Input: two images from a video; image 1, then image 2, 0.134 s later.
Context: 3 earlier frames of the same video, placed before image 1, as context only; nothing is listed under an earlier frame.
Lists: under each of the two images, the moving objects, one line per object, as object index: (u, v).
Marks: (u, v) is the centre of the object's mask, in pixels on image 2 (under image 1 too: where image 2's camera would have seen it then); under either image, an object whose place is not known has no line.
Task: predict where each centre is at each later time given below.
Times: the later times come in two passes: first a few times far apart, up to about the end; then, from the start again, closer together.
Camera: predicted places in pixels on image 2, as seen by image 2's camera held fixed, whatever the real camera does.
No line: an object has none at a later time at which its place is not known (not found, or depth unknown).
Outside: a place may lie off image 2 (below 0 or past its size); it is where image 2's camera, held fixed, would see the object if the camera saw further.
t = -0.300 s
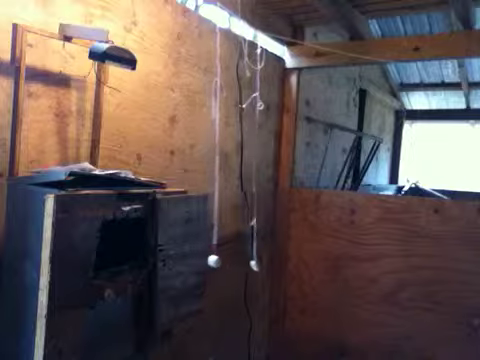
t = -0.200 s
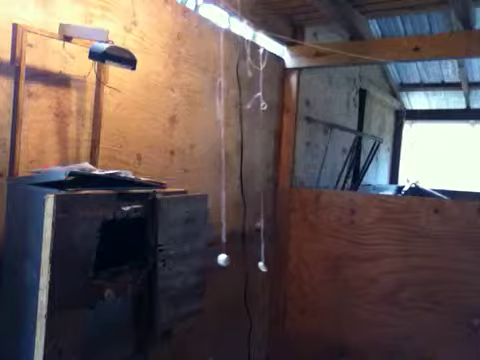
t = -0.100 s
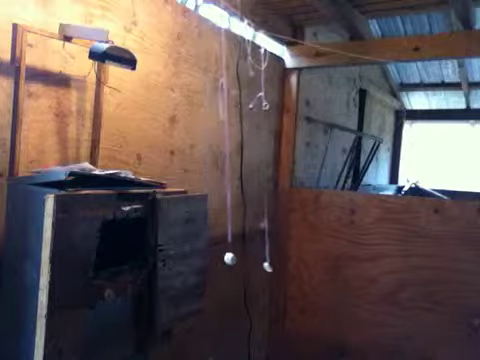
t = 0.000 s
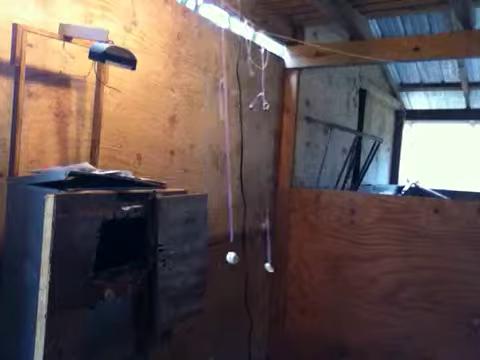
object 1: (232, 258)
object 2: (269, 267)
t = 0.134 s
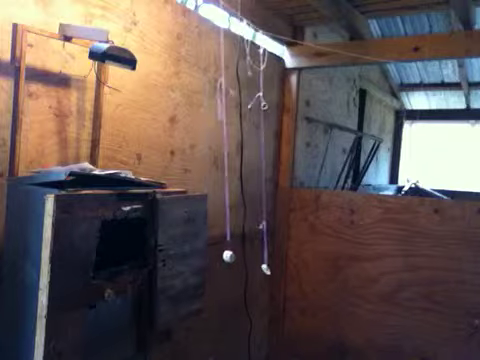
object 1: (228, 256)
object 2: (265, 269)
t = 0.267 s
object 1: (218, 256)
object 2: (256, 269)
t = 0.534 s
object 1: (188, 256)
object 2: (230, 266)
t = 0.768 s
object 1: (169, 255)
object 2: (214, 262)
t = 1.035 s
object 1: (173, 255)
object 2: (218, 259)
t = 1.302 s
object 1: (199, 256)
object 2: (237, 262)
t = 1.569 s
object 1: (223, 256)
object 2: (258, 267)
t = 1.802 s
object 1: (226, 258)
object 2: (264, 270)
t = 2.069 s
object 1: (209, 261)
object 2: (251, 270)
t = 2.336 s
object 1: (187, 260)
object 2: (233, 267)
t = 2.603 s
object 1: (179, 255)
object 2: (223, 260)
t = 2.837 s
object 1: (187, 252)
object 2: (224, 258)
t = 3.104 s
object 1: (201, 252)
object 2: (235, 263)
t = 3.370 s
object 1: (210, 256)
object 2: (248, 268)
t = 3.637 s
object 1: (210, 262)
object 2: (255, 271)
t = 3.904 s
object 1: (205, 262)
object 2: (252, 269)
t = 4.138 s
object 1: (201, 260)
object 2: (243, 264)
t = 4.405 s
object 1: (196, 253)
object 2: (232, 261)
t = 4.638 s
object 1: (193, 250)
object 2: (226, 261)
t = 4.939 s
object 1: (189, 253)
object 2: (228, 265)
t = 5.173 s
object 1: (192, 258)
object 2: (238, 268)
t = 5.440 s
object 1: (205, 262)
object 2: (252, 268)
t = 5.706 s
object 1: (217, 261)
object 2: (257, 267)
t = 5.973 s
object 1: (216, 256)
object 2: (250, 265)
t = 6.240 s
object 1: (199, 252)
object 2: (233, 264)
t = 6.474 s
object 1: (181, 252)
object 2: (222, 264)
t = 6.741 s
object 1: (174, 255)
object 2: (222, 264)
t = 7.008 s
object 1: (189, 259)
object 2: (236, 265)
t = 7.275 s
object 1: (216, 260)
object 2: (253, 266)
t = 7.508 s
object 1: (228, 258)
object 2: (259, 267)
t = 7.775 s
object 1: (218, 257)
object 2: (252, 268)
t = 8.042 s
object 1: (191, 257)
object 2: (234, 267)
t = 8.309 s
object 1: (172, 255)
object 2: (222, 263)
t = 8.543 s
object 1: (175, 255)
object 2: (223, 261)
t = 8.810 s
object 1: (199, 256)
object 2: (235, 262)
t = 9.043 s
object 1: (218, 256)
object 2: (249, 265)
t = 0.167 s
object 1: (226, 256)
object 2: (264, 269)
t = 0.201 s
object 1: (224, 256)
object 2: (261, 269)
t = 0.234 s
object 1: (221, 256)
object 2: (259, 269)
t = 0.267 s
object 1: (218, 256)
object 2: (256, 269)
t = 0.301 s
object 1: (216, 257)
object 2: (252, 268)
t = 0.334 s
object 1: (211, 256)
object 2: (250, 269)
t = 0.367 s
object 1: (208, 256)
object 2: (246, 269)
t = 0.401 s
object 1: (204, 256)
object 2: (243, 268)
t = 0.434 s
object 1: (200, 256)
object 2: (240, 268)
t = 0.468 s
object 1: (196, 256)
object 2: (236, 268)
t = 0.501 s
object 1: (192, 256)
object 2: (233, 267)
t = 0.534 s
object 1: (188, 256)
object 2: (230, 266)
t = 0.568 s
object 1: (184, 256)
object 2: (226, 266)
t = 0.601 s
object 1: (182, 256)
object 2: (224, 265)
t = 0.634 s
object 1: (178, 255)
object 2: (221, 265)
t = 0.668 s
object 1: (175, 255)
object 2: (219, 264)
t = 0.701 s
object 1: (173, 255)
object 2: (217, 263)
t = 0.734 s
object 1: (171, 255)
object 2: (215, 263)
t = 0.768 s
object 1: (169, 255)
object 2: (214, 262)
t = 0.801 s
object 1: (168, 255)
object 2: (213, 262)
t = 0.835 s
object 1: (168, 255)
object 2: (213, 261)
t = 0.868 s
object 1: (168, 255)
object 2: (213, 261)
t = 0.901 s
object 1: (168, 255)
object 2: (213, 261)
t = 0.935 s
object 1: (168, 255)
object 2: (214, 260)
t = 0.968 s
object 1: (169, 255)
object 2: (215, 259)
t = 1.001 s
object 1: (171, 255)
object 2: (216, 260)
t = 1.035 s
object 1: (173, 255)
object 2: (218, 259)
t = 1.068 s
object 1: (176, 255)
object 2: (219, 259)
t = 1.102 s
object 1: (179, 255)
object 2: (221, 259)
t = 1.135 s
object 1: (182, 255)
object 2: (224, 259)
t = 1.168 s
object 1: (185, 255)
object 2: (227, 260)
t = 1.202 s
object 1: (188, 256)
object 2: (229, 260)
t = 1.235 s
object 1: (192, 256)
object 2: (232, 261)
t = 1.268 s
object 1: (195, 256)
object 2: (235, 261)
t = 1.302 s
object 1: (199, 256)
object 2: (237, 262)
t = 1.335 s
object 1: (202, 256)
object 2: (240, 262)
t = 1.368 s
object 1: (206, 256)
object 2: (243, 263)
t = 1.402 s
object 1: (209, 256)
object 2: (246, 264)
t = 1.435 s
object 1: (213, 256)
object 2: (249, 264)
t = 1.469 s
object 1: (215, 256)
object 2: (251, 264)
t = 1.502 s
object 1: (218, 256)
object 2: (254, 265)
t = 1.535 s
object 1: (220, 256)
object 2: (256, 266)
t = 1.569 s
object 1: (223, 256)
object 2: (258, 267)
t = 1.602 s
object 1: (224, 256)
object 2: (260, 268)
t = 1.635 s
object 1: (225, 256)
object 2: (261, 268)
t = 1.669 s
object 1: (226, 256)
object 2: (262, 269)
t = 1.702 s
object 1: (227, 257)
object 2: (263, 270)
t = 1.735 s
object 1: (227, 257)
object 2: (264, 270)
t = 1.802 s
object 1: (226, 258)
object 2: (264, 270)
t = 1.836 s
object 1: (225, 258)
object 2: (264, 270)
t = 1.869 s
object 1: (224, 259)
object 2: (262, 271)
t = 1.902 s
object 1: (222, 259)
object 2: (261, 271)
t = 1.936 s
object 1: (220, 259)
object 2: (260, 271)
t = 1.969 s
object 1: (218, 260)
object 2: (258, 271)
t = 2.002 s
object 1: (215, 260)
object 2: (257, 271)
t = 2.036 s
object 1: (212, 260)
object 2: (255, 271)
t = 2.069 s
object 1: (209, 261)
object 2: (251, 270)
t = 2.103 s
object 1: (206, 261)
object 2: (249, 270)
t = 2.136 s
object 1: (203, 261)
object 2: (247, 270)
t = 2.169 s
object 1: (200, 261)
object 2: (244, 270)
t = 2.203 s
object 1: (197, 261)
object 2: (242, 269)
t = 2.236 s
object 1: (194, 260)
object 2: (240, 269)
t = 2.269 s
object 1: (192, 260)
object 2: (237, 268)
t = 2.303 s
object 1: (189, 260)
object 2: (235, 267)
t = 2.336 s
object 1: (187, 260)
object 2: (233, 267)
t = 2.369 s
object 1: (186, 260)
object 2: (231, 265)
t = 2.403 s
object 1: (185, 260)
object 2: (229, 264)
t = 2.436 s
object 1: (181, 258)
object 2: (228, 264)
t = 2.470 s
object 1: (180, 257)
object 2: (226, 263)
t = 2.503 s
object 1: (179, 257)
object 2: (225, 262)
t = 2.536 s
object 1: (179, 256)
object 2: (224, 260)
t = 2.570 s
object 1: (179, 256)
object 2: (223, 260)
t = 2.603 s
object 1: (179, 255)
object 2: (223, 260)
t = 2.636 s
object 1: (179, 255)
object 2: (223, 260)
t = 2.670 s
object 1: (180, 255)
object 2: (223, 259)
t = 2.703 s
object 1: (181, 254)
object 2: (223, 259)
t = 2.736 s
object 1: (183, 253)
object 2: (223, 259)
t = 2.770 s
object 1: (184, 253)
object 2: (223, 258)
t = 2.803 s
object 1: (185, 252)
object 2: (224, 258)
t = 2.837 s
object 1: (187, 252)
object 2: (224, 258)
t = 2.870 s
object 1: (188, 251)
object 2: (225, 258)
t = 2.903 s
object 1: (191, 251)
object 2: (226, 259)
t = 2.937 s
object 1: (192, 251)
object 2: (228, 260)
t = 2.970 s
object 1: (195, 251)
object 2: (229, 260)
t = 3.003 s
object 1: (196, 251)
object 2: (230, 260)
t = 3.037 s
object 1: (198, 251)
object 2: (232, 261)
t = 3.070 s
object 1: (200, 252)
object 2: (233, 262)
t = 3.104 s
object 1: (201, 252)
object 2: (235, 263)
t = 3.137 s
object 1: (203, 252)
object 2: (237, 264)
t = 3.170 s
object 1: (204, 252)
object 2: (239, 264)
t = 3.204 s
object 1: (206, 253)
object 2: (240, 265)
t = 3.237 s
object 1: (207, 254)
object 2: (242, 266)
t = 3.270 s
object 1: (208, 254)
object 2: (244, 266)
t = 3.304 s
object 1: (209, 255)
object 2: (245, 267)
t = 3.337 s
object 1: (209, 256)
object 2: (246, 268)
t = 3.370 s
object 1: (210, 256)
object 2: (248, 268)
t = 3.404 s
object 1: (210, 257)
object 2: (249, 269)
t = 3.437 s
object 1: (211, 258)
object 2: (250, 269)
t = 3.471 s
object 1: (211, 259)
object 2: (251, 270)
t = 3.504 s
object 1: (211, 259)
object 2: (252, 270)
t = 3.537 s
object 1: (211, 260)
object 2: (253, 270)
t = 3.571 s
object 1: (211, 261)
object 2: (254, 271)
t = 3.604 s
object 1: (210, 261)
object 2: (255, 271)
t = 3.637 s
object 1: (210, 262)
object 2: (255, 271)
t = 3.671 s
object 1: (209, 262)
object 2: (255, 271)
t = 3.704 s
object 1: (209, 262)
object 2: (255, 271)
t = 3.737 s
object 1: (208, 263)
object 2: (255, 271)
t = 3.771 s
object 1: (207, 262)
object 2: (254, 271)
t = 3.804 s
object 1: (207, 263)
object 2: (254, 270)
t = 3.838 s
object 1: (206, 263)
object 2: (254, 270)
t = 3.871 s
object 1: (206, 263)
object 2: (252, 269)
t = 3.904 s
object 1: (205, 262)
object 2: (252, 269)
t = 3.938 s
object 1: (204, 262)
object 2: (251, 269)
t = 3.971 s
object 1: (203, 262)
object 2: (250, 269)
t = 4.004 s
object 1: (203, 262)
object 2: (249, 268)
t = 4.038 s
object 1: (202, 261)
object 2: (247, 266)
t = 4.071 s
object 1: (202, 261)
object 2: (245, 266)
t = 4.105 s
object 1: (201, 260)
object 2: (244, 265)
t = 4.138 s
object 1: (201, 260)
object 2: (243, 264)
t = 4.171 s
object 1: (200, 259)
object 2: (241, 264)
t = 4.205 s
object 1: (200, 259)
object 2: (240, 263)
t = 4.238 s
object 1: (199, 258)
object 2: (239, 263)
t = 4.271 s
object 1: (198, 257)
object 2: (238, 262)
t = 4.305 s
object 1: (198, 256)
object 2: (235, 261)
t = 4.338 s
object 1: (197, 255)
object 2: (234, 261)
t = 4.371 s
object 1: (197, 254)
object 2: (233, 261)
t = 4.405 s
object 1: (196, 253)
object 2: (232, 261)
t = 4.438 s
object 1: (196, 253)
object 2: (231, 260)
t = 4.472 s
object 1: (196, 252)
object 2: (229, 260)
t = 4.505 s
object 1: (195, 252)
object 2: (229, 260)
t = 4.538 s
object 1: (195, 251)
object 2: (227, 260)
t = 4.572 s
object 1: (194, 251)
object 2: (227, 260)
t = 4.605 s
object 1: (194, 250)
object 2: (226, 261)
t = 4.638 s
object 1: (193, 250)
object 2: (226, 261)
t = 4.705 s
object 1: (192, 250)
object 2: (225, 262)
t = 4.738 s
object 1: (191, 250)
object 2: (225, 262)
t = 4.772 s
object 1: (191, 250)
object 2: (225, 262)
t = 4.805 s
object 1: (191, 250)
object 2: (225, 263)
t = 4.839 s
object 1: (190, 251)
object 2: (225, 263)
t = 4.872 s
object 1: (189, 252)
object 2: (226, 264)
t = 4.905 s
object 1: (189, 252)
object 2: (227, 264)
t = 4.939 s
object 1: (189, 253)
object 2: (228, 265)
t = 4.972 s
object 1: (189, 254)
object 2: (229, 265)
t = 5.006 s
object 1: (189, 254)
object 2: (230, 266)
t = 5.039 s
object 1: (189, 255)
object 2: (231, 266)
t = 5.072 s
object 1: (189, 256)
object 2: (233, 267)
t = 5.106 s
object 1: (190, 257)
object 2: (234, 267)
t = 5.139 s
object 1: (190, 257)
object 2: (236, 267)
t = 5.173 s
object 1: (192, 258)
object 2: (238, 268)
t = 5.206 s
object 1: (193, 259)
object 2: (240, 268)
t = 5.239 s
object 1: (194, 260)
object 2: (242, 268)
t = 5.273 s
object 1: (196, 261)
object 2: (244, 269)
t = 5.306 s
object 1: (197, 261)
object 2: (245, 269)
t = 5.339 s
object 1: (199, 262)
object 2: (247, 269)
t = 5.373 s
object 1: (201, 262)
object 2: (249, 269)
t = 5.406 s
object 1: (203, 262)
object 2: (250, 269)
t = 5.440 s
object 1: (205, 262)
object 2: (252, 268)
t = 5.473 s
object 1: (207, 262)
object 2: (253, 269)
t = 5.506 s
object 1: (209, 262)
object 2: (254, 268)
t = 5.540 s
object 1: (211, 262)
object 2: (255, 268)
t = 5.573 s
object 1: (212, 262)
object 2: (256, 268)
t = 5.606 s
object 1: (214, 262)
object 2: (256, 268)
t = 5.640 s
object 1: (215, 262)
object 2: (257, 267)
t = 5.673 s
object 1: (217, 261)
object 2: (257, 267)
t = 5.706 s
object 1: (217, 261)
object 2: (257, 267)
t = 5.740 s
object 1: (218, 261)
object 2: (257, 267)
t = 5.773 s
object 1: (218, 260)
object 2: (256, 266)
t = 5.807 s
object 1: (219, 260)
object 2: (255, 266)
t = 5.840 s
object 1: (219, 259)
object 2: (255, 266)
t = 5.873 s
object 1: (219, 258)
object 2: (253, 265)
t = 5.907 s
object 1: (218, 258)
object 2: (252, 265)
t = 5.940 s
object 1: (217, 257)
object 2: (252, 265)
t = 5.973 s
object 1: (216, 256)
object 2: (250, 265)
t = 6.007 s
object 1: (215, 256)
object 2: (248, 265)
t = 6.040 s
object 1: (213, 255)
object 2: (246, 264)
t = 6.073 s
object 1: (211, 254)
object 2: (244, 264)
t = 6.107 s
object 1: (209, 254)
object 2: (241, 264)
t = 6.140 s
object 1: (207, 253)
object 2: (240, 264)
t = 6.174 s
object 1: (205, 253)
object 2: (237, 264)
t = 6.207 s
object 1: (202, 253)
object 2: (235, 264)
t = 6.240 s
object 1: (199, 252)
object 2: (233, 264)
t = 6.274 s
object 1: (197, 252)
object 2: (231, 264)
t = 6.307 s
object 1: (194, 252)
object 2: (229, 264)
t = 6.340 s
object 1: (191, 252)
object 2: (228, 264)
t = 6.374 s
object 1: (189, 252)
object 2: (226, 263)
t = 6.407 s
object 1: (187, 252)
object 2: (225, 264)
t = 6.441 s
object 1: (184, 251)
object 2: (223, 263)
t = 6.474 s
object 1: (181, 252)
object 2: (222, 264)
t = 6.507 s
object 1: (179, 252)
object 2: (221, 263)
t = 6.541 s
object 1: (178, 253)
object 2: (220, 263)
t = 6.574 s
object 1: (177, 253)
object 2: (220, 264)
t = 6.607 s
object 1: (175, 253)
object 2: (220, 264)
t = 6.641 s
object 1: (174, 254)
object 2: (220, 264)
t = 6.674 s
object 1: (174, 254)
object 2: (221, 264)
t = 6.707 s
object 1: (174, 254)
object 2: (221, 264)
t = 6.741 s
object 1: (174, 255)
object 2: (222, 264)
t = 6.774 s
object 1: (174, 255)
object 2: (223, 264)
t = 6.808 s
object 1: (175, 256)
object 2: (225, 264)
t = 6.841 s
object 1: (177, 257)
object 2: (226, 264)
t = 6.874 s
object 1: (179, 257)
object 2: (228, 264)
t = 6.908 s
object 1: (181, 258)
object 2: (230, 264)
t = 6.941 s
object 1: (183, 258)
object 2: (232, 264)
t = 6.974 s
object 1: (186, 259)
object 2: (234, 265)
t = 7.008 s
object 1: (189, 259)
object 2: (236, 265)
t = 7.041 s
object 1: (193, 259)
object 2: (239, 265)
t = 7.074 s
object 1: (196, 260)
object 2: (241, 265)
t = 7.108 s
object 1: (200, 260)
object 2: (243, 265)
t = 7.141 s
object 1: (203, 260)
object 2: (246, 265)
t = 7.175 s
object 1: (207, 260)
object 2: (248, 265)
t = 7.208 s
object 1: (210, 260)
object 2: (249, 265)
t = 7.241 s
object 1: (213, 260)
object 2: (251, 265)
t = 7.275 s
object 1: (216, 260)
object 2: (253, 266)
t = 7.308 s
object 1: (219, 260)
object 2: (255, 266)
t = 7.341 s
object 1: (222, 259)
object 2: (256, 266)
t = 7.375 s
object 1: (224, 259)
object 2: (257, 266)
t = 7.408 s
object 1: (225, 259)
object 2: (258, 266)
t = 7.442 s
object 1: (227, 259)
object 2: (259, 267)
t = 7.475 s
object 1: (228, 258)
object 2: (260, 267)
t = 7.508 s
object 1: (228, 258)
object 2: (259, 267)
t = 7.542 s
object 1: (228, 258)
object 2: (259, 267)
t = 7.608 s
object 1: (228, 257)
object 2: (259, 268)
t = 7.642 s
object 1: (226, 257)
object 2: (258, 268)
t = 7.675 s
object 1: (225, 257)
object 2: (257, 268)
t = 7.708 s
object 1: (223, 256)
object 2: (255, 268)
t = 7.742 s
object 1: (221, 257)
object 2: (255, 269)
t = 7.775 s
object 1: (218, 257)
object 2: (252, 268)
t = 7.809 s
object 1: (215, 257)
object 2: (250, 268)
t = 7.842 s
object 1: (212, 257)
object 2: (248, 268)
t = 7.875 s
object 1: (209, 257)
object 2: (246, 268)
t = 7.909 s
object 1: (205, 257)
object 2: (243, 268)
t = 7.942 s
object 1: (202, 257)
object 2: (241, 267)
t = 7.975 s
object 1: (198, 257)
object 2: (239, 267)
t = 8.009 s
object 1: (194, 256)
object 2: (236, 267)
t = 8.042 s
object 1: (191, 257)
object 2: (234, 267)
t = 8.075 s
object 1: (187, 256)
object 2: (232, 266)
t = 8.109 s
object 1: (184, 256)
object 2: (230, 266)
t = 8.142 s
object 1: (181, 256)
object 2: (228, 265)
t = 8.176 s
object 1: (179, 256)
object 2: (226, 265)
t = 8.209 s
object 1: (176, 255)
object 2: (225, 264)
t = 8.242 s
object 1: (174, 255)
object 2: (224, 264)
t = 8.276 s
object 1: (173, 255)
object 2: (223, 264)
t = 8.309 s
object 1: (172, 255)
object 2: (222, 263)
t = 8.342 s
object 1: (171, 255)
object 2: (221, 262)
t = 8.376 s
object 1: (171, 255)
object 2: (221, 263)
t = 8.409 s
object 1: (171, 255)
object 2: (221, 262)
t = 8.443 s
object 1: (171, 255)
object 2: (221, 262)
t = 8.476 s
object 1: (172, 255)
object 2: (221, 261)
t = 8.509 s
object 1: (173, 255)
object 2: (222, 261)
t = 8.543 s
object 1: (175, 255)
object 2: (223, 261)
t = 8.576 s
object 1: (177, 255)
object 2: (224, 261)
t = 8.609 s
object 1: (180, 255)
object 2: (225, 261)
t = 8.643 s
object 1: (182, 256)
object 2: (227, 261)
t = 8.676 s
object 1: (185, 256)
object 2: (228, 261)
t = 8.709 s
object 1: (188, 256)
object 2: (230, 261)
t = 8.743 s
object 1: (192, 256)
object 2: (231, 261)
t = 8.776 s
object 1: (195, 256)
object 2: (233, 262)
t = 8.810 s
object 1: (199, 256)
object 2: (235, 262)
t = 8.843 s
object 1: (201, 256)
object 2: (237, 262)
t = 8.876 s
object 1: (205, 256)
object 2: (239, 263)
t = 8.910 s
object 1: (208, 256)
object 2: (241, 263)
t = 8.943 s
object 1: (211, 256)
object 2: (244, 264)
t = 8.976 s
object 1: (214, 256)
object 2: (245, 264)
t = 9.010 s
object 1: (216, 256)
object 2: (247, 265)
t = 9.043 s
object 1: (218, 256)
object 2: (249, 265)
